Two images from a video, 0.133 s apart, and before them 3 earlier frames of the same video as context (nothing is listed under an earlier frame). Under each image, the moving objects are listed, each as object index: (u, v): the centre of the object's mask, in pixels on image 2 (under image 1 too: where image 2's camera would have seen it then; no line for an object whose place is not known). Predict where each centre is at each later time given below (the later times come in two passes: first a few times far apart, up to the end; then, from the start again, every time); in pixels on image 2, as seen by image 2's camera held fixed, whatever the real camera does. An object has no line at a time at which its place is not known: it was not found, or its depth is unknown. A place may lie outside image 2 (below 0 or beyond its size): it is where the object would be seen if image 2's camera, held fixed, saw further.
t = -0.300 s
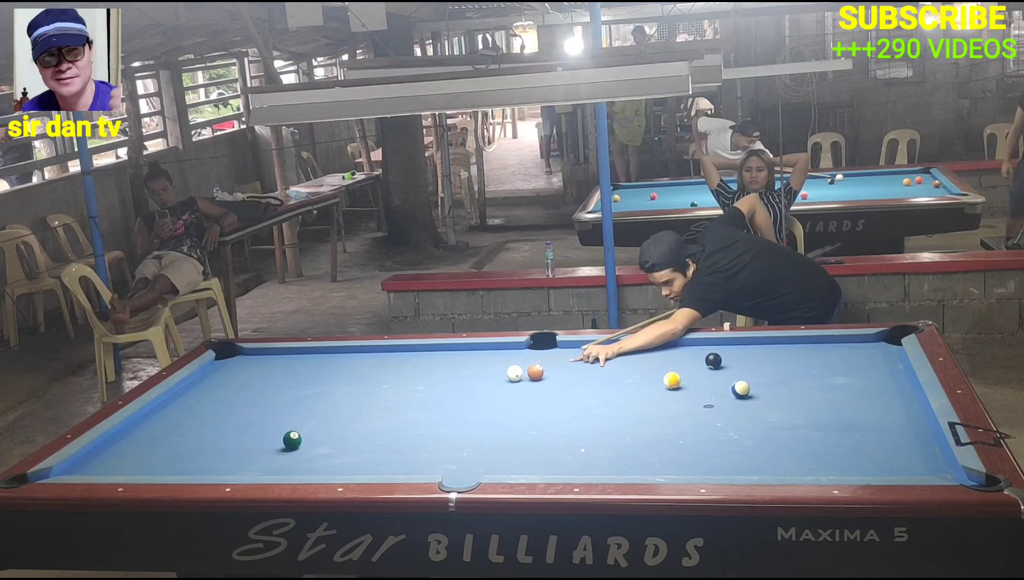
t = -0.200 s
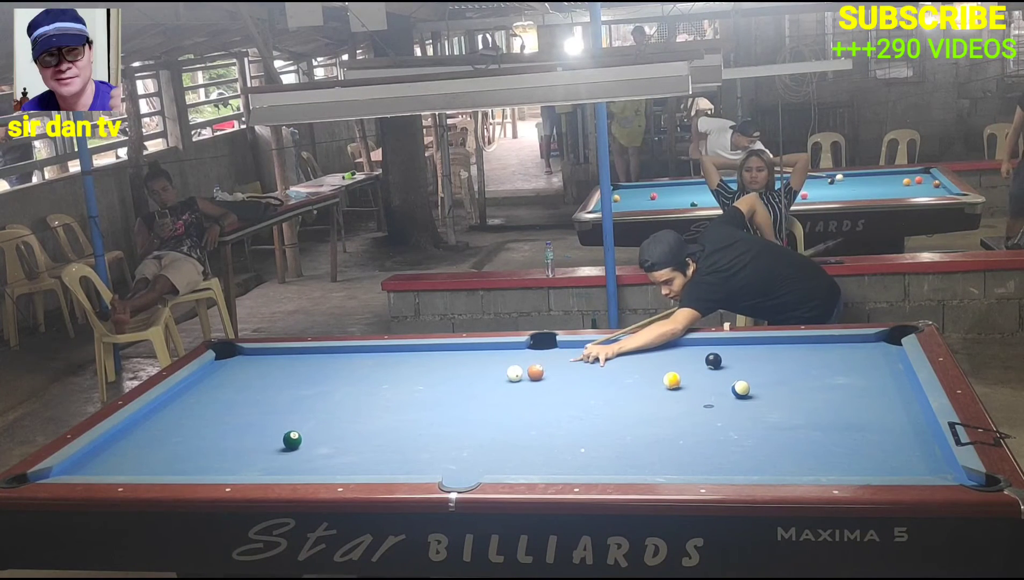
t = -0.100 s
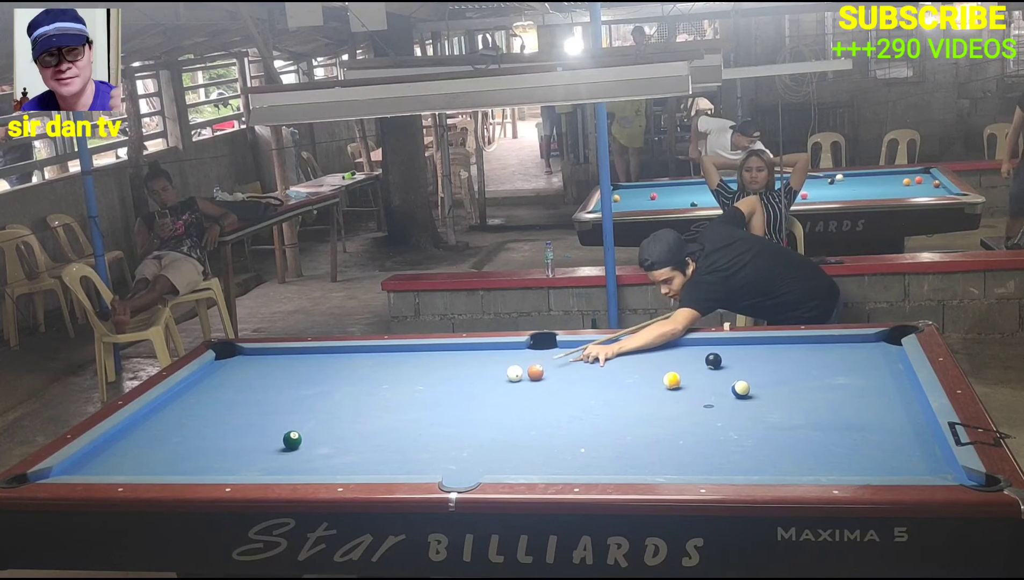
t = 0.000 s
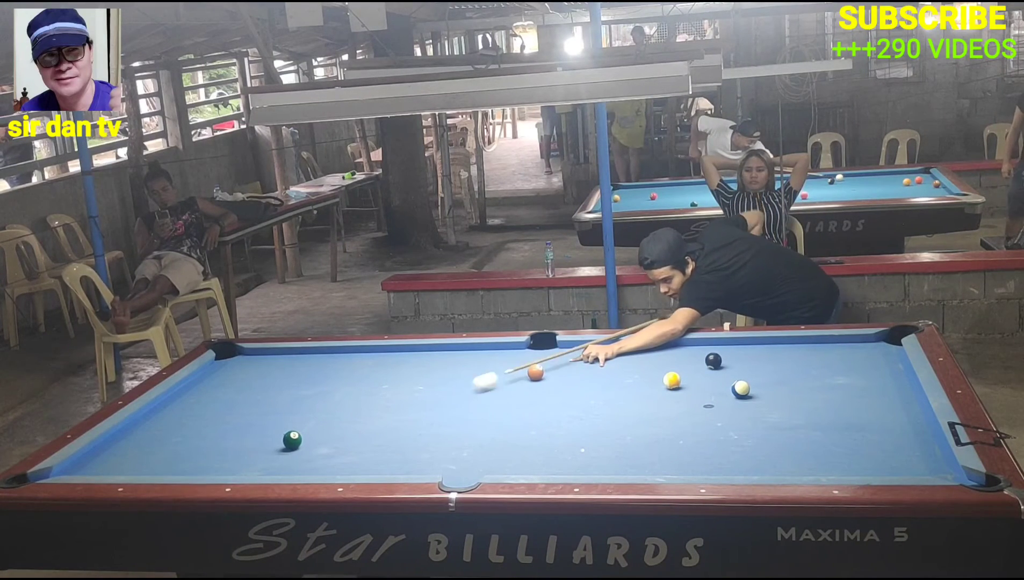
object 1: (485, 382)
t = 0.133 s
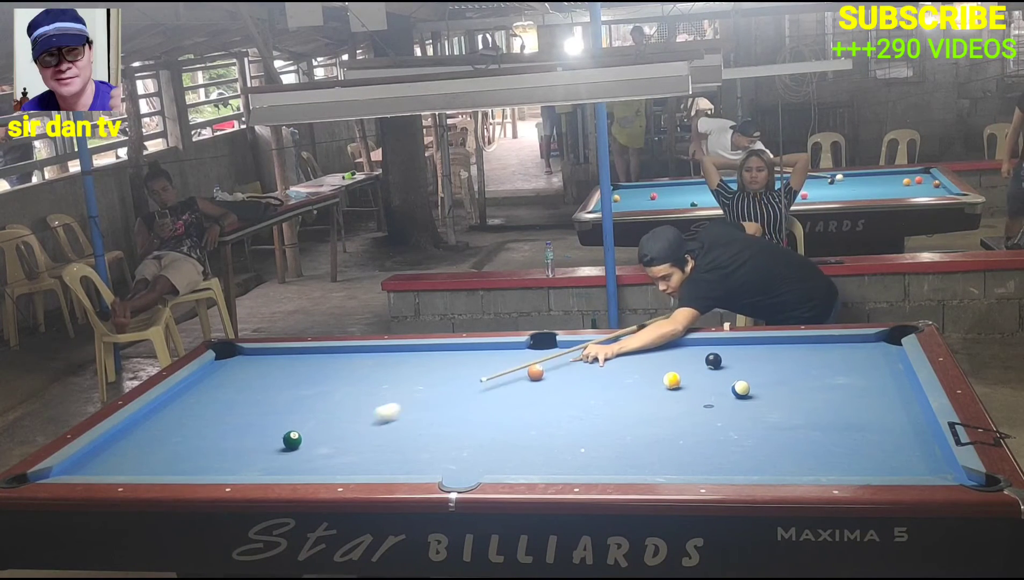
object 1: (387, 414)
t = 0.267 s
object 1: (311, 443)
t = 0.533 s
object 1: (293, 468)
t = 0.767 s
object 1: (324, 447)
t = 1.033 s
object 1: (354, 425)
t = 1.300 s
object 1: (379, 406)
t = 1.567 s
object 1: (401, 388)
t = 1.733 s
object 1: (413, 379)
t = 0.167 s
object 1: (361, 421)
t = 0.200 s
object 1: (335, 430)
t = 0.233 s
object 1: (312, 438)
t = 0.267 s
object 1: (311, 443)
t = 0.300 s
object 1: (310, 448)
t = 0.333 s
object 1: (308, 453)
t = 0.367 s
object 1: (304, 458)
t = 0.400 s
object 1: (298, 464)
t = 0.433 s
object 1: (292, 468)
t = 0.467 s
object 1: (285, 471)
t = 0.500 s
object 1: (288, 470)
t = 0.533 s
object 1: (293, 468)
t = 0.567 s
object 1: (298, 466)
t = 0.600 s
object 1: (302, 462)
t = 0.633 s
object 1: (307, 460)
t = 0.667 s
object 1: (311, 456)
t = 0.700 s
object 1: (316, 453)
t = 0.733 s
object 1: (320, 450)
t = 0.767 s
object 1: (324, 447)
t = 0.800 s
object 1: (328, 444)
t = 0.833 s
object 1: (332, 441)
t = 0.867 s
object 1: (336, 438)
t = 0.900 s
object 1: (339, 436)
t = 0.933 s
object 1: (343, 433)
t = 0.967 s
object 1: (347, 430)
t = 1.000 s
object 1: (351, 428)
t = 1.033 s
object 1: (354, 425)
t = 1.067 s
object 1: (357, 423)
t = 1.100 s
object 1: (361, 420)
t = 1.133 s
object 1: (364, 417)
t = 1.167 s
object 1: (367, 415)
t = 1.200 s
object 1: (370, 412)
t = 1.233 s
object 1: (373, 410)
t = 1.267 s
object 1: (376, 408)
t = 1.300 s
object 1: (379, 406)
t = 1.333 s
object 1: (382, 403)
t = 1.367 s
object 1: (384, 401)
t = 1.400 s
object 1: (387, 399)
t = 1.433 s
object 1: (390, 397)
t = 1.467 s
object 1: (393, 395)
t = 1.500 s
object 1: (395, 393)
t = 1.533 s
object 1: (398, 390)
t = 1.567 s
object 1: (401, 388)
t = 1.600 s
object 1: (403, 386)
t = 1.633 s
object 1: (406, 385)
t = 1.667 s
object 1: (408, 383)
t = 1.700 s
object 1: (411, 381)
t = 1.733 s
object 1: (413, 379)
